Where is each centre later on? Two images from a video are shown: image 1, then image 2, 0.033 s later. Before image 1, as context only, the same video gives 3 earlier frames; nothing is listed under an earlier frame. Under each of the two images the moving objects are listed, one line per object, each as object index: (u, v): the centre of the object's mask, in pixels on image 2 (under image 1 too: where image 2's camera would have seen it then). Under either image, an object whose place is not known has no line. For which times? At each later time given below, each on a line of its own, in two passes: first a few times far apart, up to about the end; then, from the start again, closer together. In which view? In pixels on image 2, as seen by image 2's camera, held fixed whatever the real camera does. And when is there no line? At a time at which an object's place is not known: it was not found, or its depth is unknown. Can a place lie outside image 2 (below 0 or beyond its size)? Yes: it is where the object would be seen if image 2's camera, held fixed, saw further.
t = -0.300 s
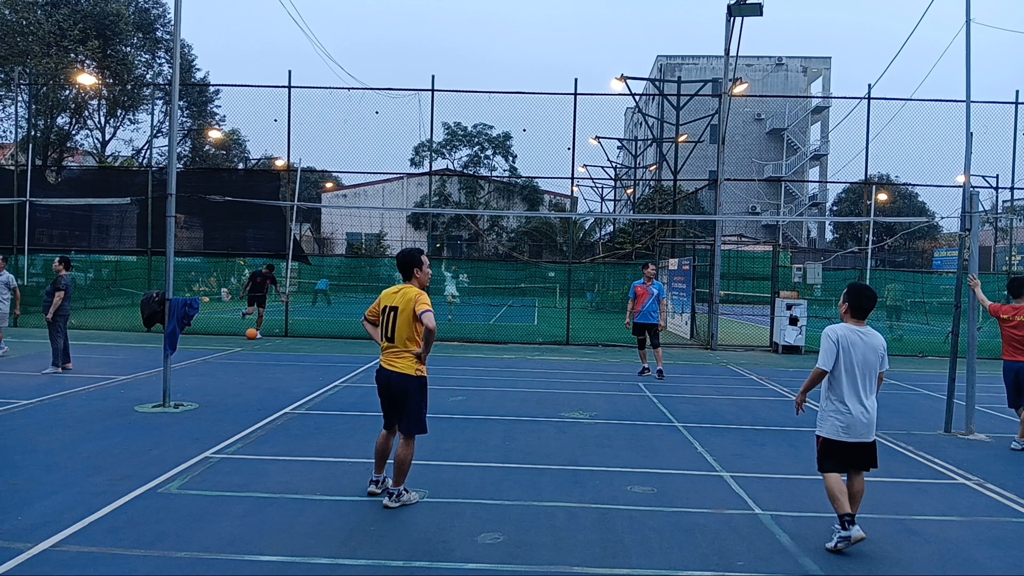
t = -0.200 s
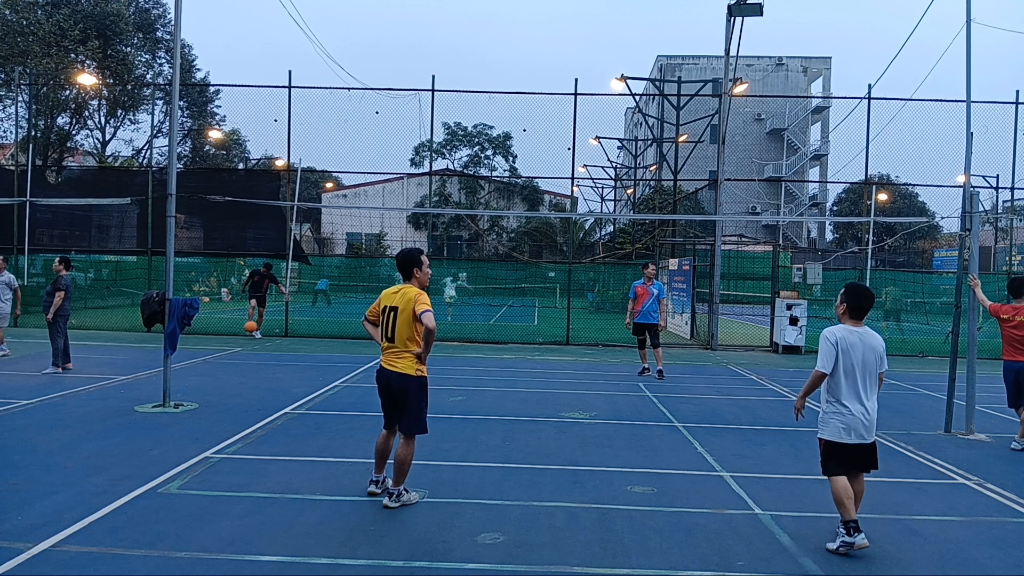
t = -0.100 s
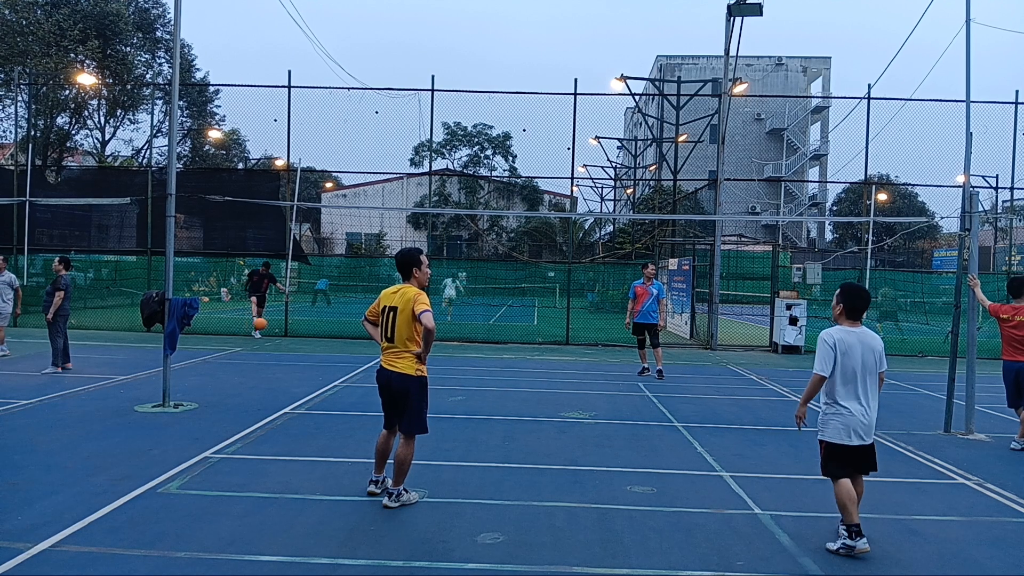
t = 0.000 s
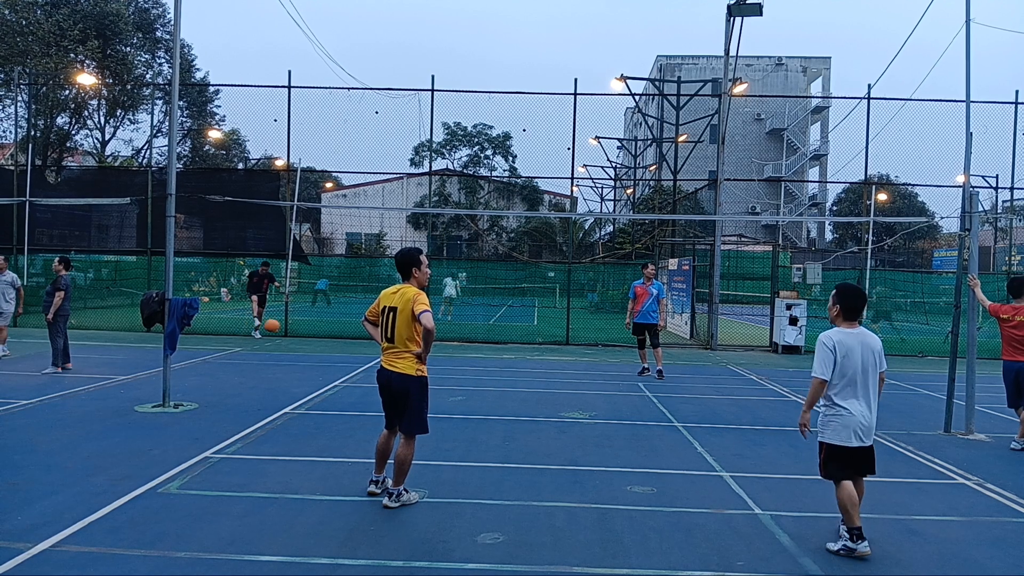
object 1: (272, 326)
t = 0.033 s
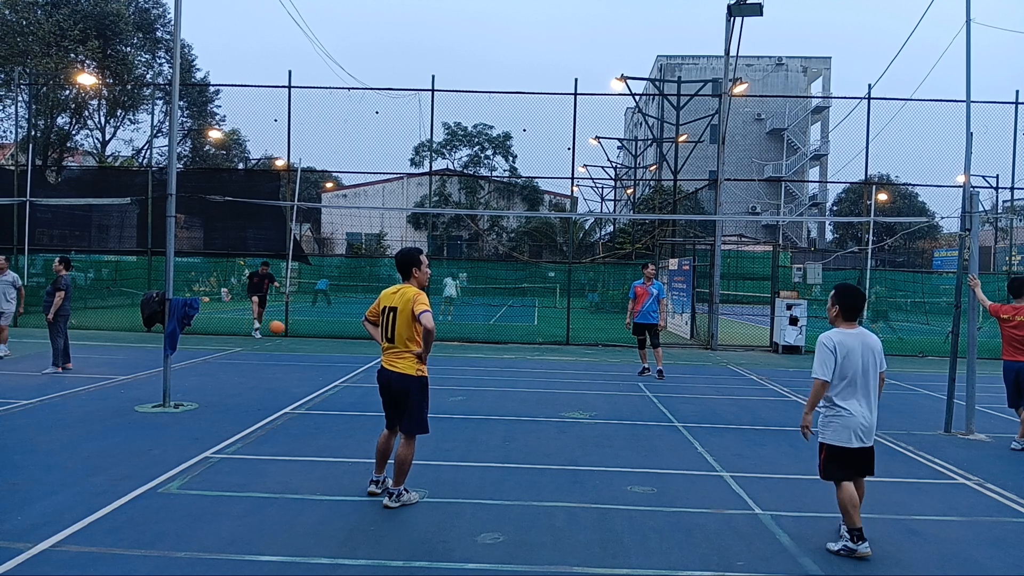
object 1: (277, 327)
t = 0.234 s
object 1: (309, 357)
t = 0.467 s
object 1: (346, 355)
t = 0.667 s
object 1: (375, 370)
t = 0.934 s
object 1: (442, 405)
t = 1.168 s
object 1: (507, 428)
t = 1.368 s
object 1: (586, 488)
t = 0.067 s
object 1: (282, 330)
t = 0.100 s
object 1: (286, 334)
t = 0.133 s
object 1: (291, 338)
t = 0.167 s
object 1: (297, 344)
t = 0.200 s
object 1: (303, 350)
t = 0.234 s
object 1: (309, 357)
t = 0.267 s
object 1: (316, 367)
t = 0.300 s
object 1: (321, 367)
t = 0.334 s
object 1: (326, 363)
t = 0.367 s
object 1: (331, 360)
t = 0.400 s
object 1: (336, 357)
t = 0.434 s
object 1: (341, 356)
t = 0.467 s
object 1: (346, 355)
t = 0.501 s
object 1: (352, 355)
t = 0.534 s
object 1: (357, 356)
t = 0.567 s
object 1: (363, 358)
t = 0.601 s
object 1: (369, 362)
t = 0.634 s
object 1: (373, 365)
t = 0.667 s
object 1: (375, 370)
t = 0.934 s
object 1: (442, 405)
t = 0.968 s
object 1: (450, 404)
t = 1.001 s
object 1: (458, 404)
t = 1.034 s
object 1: (467, 406)
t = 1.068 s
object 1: (476, 409)
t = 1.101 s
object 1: (486, 413)
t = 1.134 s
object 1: (496, 420)
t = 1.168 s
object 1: (507, 428)
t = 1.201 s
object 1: (518, 438)
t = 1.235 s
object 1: (529, 450)
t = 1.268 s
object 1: (542, 466)
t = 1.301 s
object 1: (556, 484)
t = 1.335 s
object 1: (571, 491)
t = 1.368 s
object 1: (586, 488)
